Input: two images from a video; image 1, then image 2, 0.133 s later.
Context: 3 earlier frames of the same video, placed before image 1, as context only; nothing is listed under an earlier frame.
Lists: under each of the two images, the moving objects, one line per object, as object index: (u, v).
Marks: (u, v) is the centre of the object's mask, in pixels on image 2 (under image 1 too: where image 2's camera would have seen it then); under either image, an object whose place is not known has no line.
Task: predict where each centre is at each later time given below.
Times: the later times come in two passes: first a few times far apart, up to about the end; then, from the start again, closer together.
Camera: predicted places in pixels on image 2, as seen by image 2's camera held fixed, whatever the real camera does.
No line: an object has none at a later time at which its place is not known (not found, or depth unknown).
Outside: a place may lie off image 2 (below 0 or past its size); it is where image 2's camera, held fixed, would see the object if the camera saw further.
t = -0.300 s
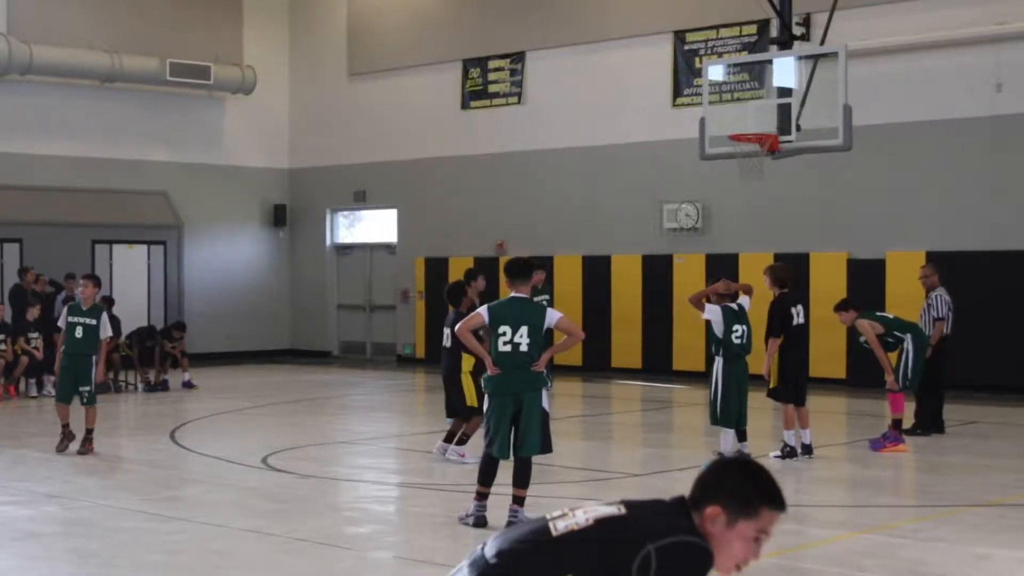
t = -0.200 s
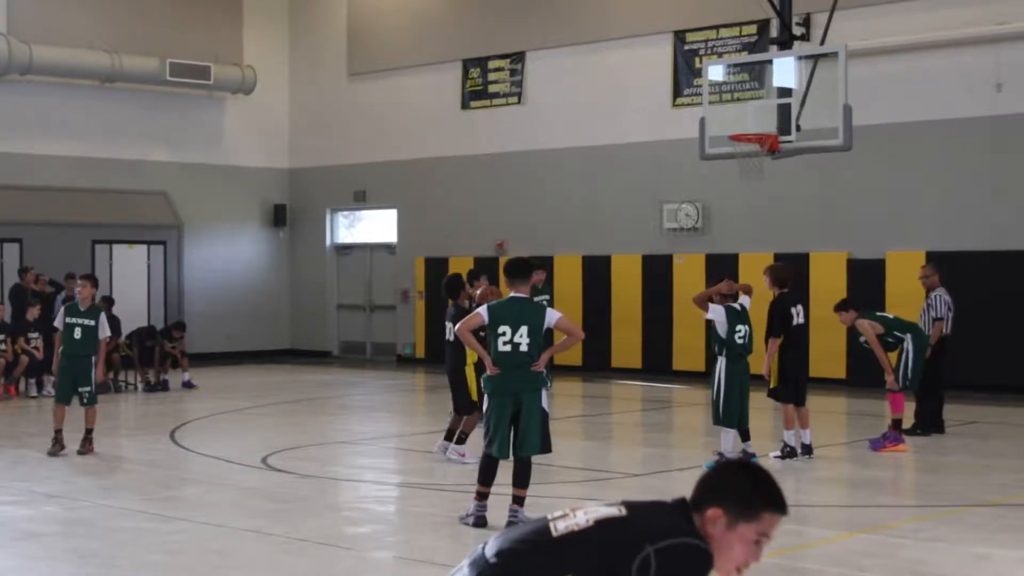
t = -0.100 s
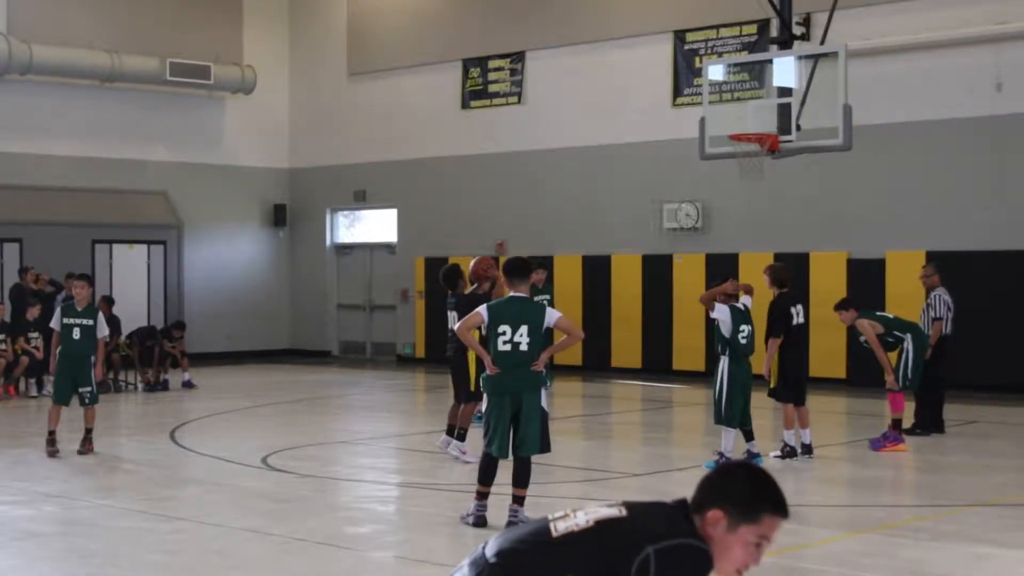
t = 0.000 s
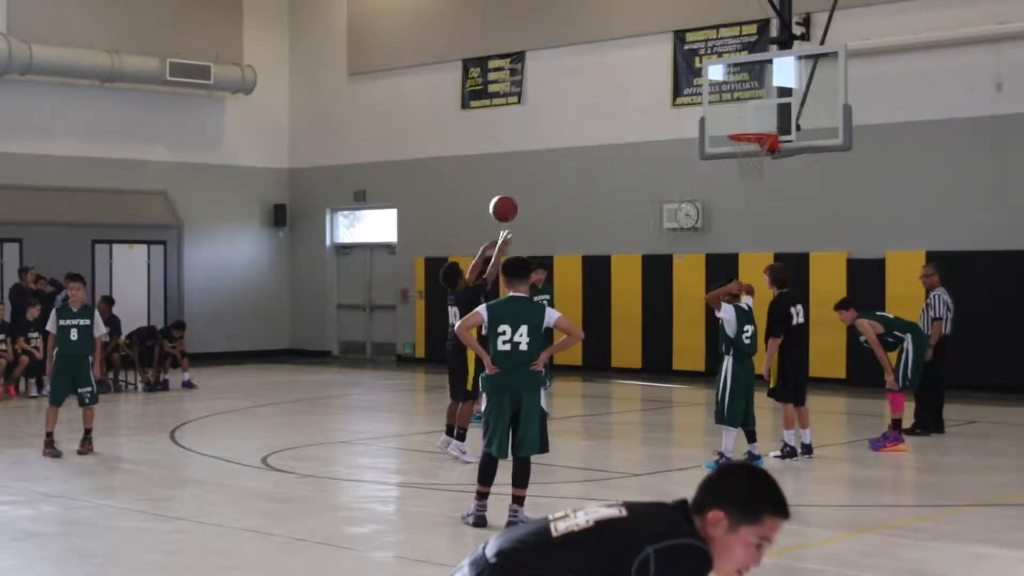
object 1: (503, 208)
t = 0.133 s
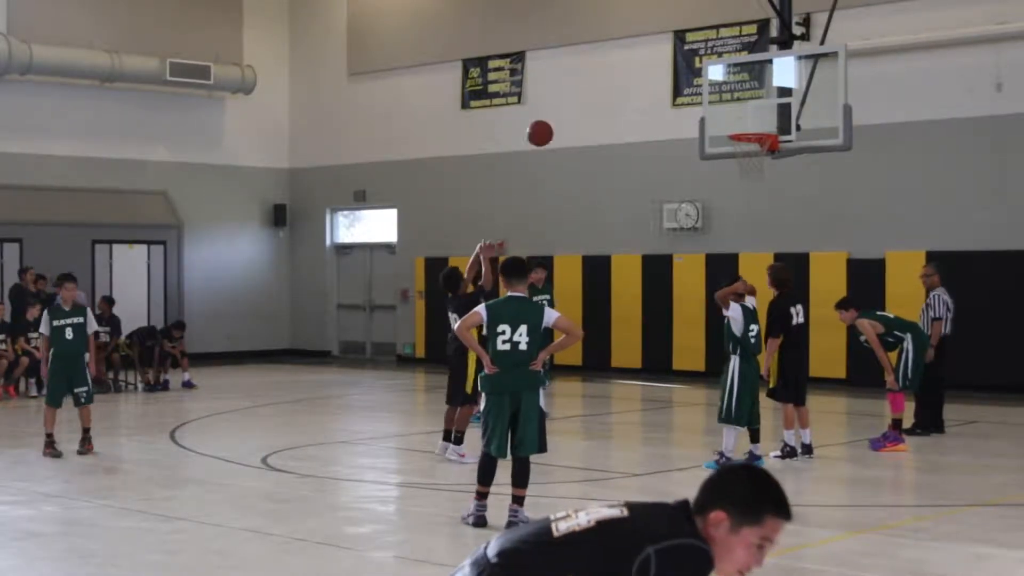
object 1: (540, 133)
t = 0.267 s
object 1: (574, 80)
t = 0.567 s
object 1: (643, 35)
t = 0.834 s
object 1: (698, 69)
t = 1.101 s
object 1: (724, 109)
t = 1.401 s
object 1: (701, 106)
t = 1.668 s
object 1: (681, 175)
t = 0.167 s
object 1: (548, 118)
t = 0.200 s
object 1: (557, 104)
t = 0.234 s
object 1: (565, 91)
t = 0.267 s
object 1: (574, 80)
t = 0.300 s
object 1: (582, 70)
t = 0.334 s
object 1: (590, 62)
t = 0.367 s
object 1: (598, 54)
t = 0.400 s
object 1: (605, 48)
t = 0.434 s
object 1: (613, 43)
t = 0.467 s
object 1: (621, 39)
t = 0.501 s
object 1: (628, 37)
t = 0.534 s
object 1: (636, 35)
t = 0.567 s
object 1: (643, 35)
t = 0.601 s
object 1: (650, 35)
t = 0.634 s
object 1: (657, 37)
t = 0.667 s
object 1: (664, 40)
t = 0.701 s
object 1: (671, 43)
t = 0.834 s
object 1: (698, 69)
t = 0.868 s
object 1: (705, 78)
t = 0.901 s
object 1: (711, 88)
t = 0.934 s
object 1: (717, 99)
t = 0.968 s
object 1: (723, 110)
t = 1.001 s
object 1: (729, 123)
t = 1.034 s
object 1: (729, 120)
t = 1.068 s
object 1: (726, 114)
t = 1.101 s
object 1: (724, 109)
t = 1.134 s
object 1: (721, 105)
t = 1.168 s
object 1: (719, 102)
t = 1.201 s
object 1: (716, 100)
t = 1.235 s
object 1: (714, 98)
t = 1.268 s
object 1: (711, 97)
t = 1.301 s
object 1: (709, 99)
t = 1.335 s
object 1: (706, 100)
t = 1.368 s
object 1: (704, 103)
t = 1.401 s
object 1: (701, 106)
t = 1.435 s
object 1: (698, 112)
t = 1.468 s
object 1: (696, 118)
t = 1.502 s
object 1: (694, 124)
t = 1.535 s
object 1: (691, 132)
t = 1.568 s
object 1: (689, 141)
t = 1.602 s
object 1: (686, 151)
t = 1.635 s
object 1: (684, 162)
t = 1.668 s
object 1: (681, 175)
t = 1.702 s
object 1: (679, 188)
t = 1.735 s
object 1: (676, 202)
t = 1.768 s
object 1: (674, 217)
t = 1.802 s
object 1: (672, 233)
